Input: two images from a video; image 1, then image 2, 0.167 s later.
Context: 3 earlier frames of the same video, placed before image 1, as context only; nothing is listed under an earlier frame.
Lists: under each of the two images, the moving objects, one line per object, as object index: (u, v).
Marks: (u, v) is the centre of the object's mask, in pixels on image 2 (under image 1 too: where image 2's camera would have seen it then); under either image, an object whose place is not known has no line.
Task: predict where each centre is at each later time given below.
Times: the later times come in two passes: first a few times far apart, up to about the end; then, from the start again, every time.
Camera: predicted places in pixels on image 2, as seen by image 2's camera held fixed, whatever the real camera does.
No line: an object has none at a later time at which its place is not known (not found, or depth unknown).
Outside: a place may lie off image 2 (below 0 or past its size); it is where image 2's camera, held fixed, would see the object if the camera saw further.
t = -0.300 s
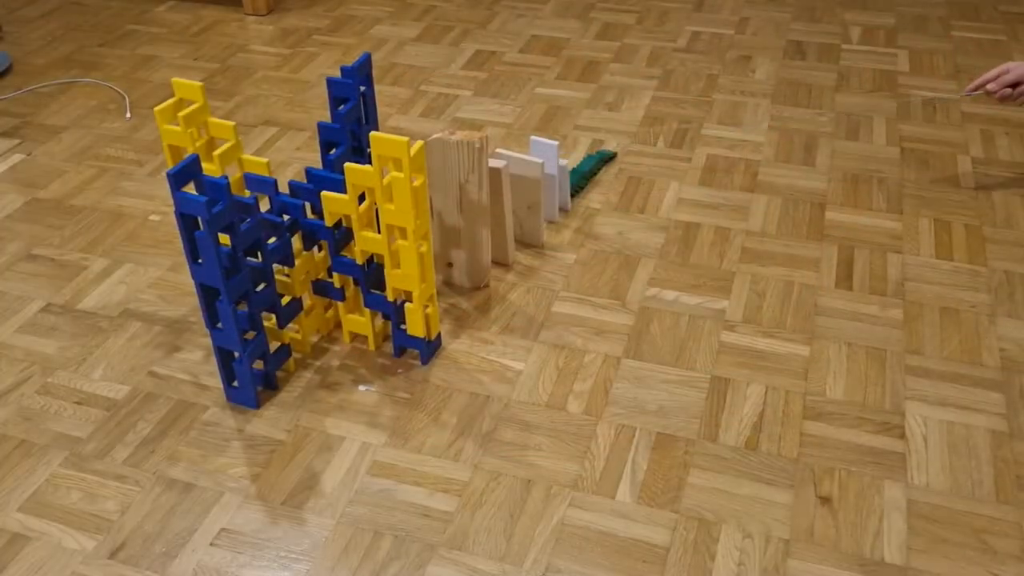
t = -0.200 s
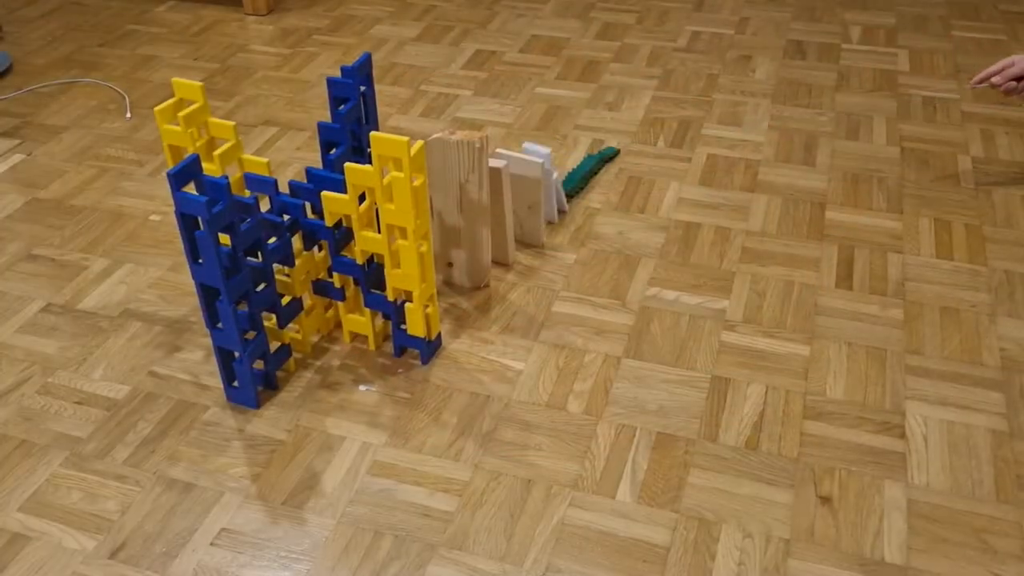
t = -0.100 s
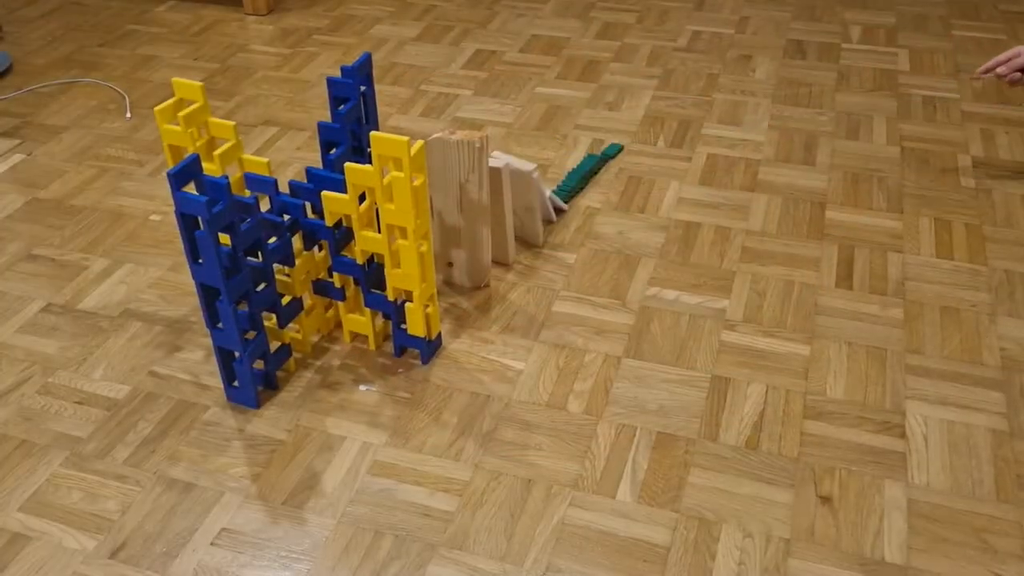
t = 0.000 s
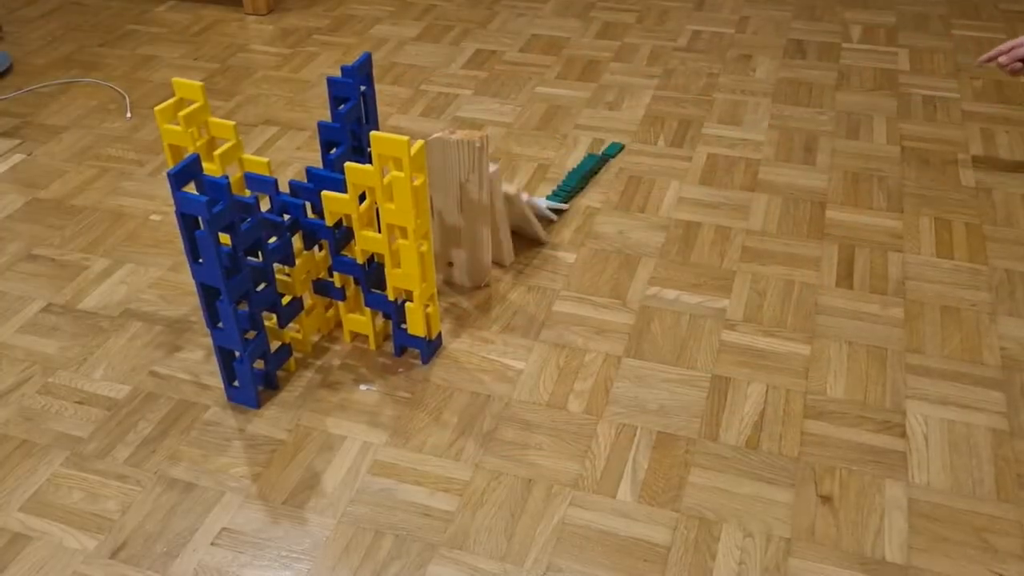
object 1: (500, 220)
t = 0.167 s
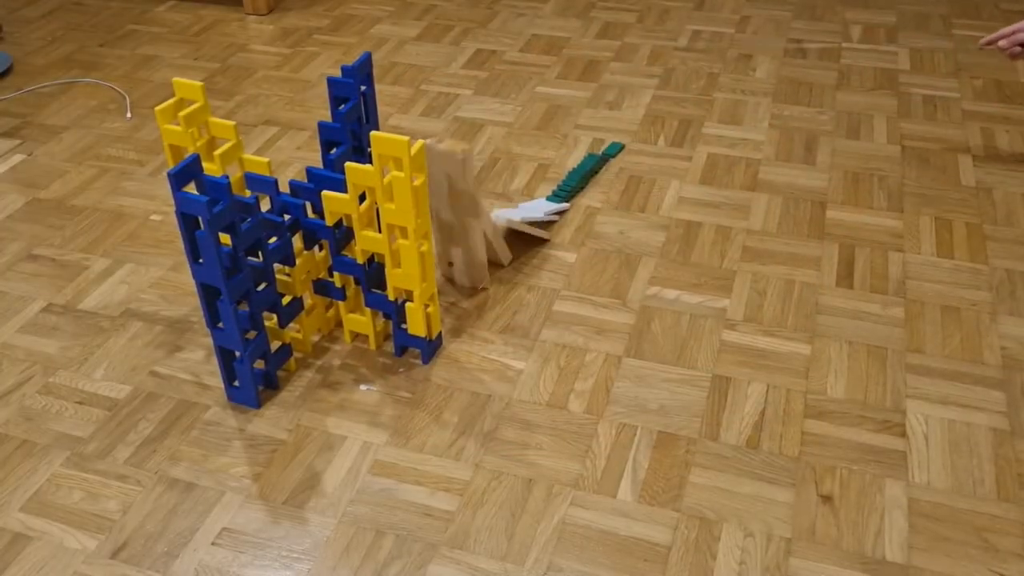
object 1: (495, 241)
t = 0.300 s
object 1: (487, 246)
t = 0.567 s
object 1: (462, 254)
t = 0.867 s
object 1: (470, 273)
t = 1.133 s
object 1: (471, 274)
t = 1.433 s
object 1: (471, 274)
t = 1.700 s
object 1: (472, 274)
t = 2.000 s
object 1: (472, 274)
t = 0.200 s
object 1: (492, 240)
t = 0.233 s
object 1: (491, 242)
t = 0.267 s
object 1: (488, 243)
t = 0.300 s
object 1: (487, 246)
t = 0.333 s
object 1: (482, 247)
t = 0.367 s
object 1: (476, 249)
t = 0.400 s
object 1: (470, 248)
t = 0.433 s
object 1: (467, 248)
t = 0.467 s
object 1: (466, 248)
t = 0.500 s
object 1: (466, 249)
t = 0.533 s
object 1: (465, 250)
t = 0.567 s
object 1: (462, 254)
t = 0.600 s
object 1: (471, 252)
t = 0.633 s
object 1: (464, 252)
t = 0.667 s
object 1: (464, 254)
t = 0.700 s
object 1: (464, 258)
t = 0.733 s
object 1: (464, 259)
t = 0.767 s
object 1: (465, 261)
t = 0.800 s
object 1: (465, 263)
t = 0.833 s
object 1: (466, 266)
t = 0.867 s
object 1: (470, 273)
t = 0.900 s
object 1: (472, 274)
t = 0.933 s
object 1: (471, 273)
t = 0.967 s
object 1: (471, 274)
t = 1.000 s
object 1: (471, 274)
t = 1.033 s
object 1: (471, 274)
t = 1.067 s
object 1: (471, 274)
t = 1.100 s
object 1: (471, 274)
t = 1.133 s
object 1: (471, 274)
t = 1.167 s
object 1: (471, 274)
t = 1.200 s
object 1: (471, 274)
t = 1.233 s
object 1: (471, 274)
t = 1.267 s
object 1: (471, 274)
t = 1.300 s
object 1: (471, 274)
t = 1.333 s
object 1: (471, 273)
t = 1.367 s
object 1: (471, 274)
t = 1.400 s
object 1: (471, 274)
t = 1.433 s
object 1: (471, 274)
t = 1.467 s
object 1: (472, 274)
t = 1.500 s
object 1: (472, 273)
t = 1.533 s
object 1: (472, 274)
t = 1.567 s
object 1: (472, 274)
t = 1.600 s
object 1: (472, 274)
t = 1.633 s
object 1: (472, 274)
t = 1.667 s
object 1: (472, 274)
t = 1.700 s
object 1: (472, 274)
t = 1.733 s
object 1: (472, 274)
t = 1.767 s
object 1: (472, 274)
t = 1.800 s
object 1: (472, 274)
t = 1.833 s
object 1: (472, 274)
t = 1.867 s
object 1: (472, 274)
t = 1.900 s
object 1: (472, 274)
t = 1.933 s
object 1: (472, 274)
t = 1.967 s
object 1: (472, 274)
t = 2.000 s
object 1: (472, 274)
